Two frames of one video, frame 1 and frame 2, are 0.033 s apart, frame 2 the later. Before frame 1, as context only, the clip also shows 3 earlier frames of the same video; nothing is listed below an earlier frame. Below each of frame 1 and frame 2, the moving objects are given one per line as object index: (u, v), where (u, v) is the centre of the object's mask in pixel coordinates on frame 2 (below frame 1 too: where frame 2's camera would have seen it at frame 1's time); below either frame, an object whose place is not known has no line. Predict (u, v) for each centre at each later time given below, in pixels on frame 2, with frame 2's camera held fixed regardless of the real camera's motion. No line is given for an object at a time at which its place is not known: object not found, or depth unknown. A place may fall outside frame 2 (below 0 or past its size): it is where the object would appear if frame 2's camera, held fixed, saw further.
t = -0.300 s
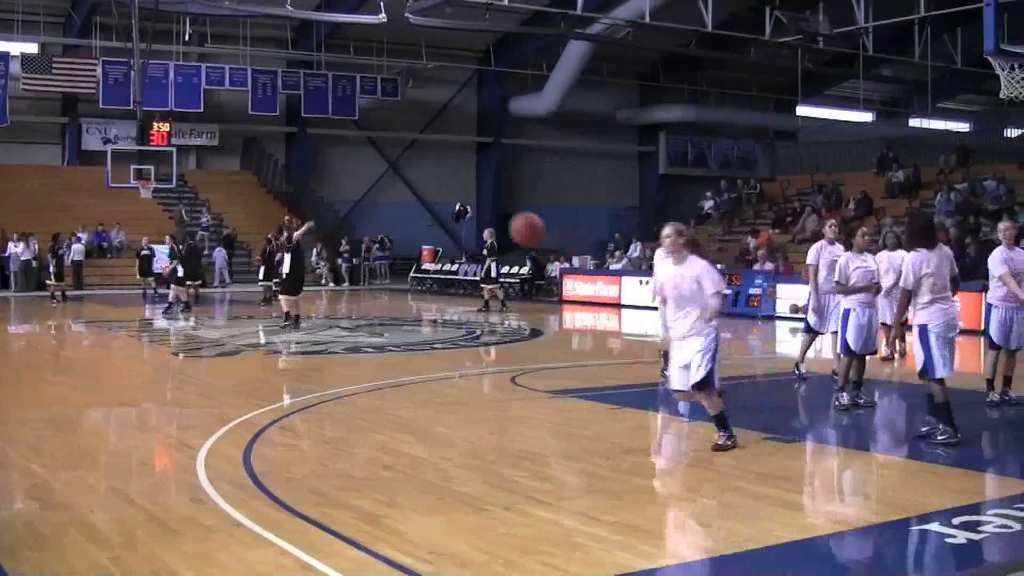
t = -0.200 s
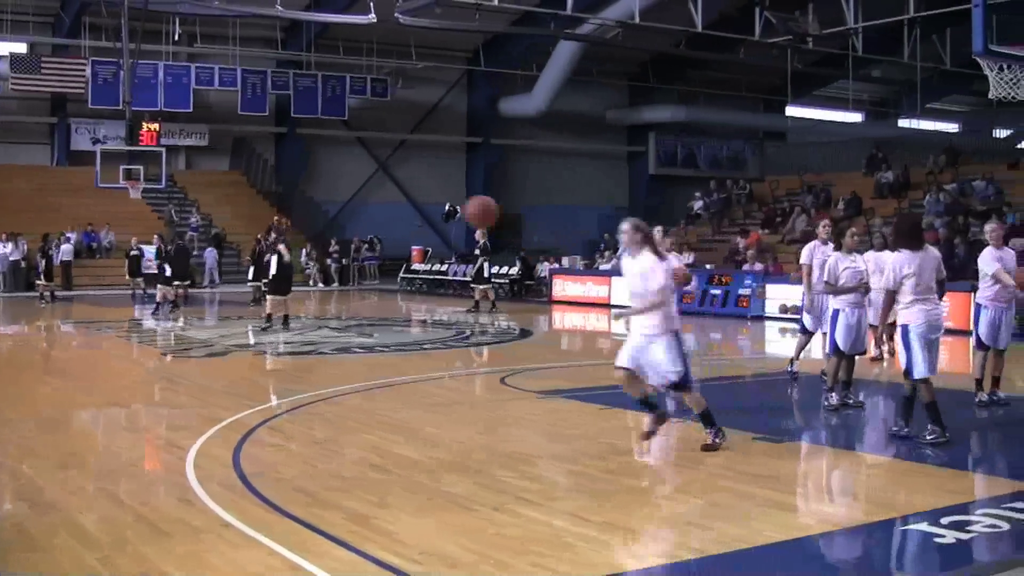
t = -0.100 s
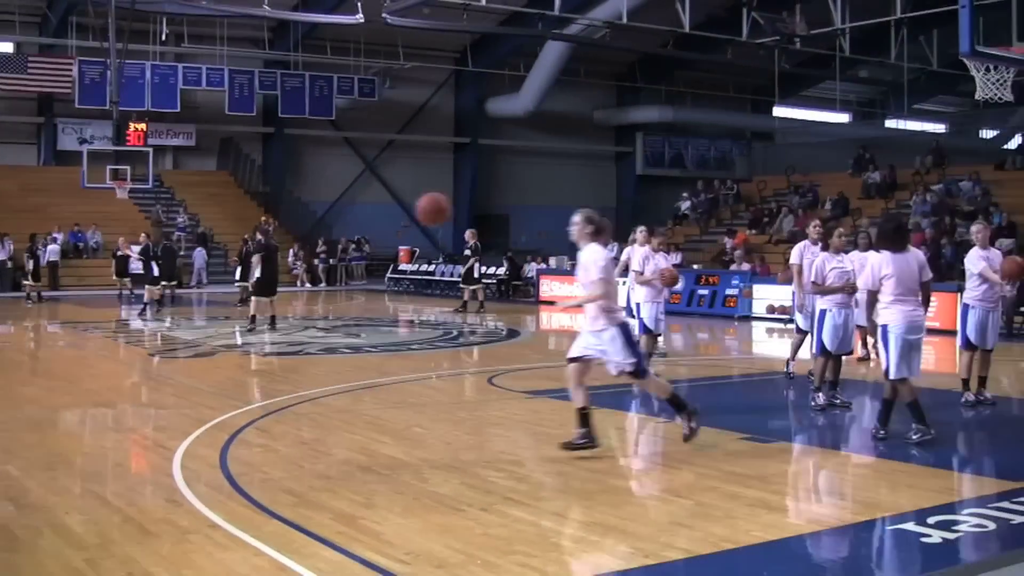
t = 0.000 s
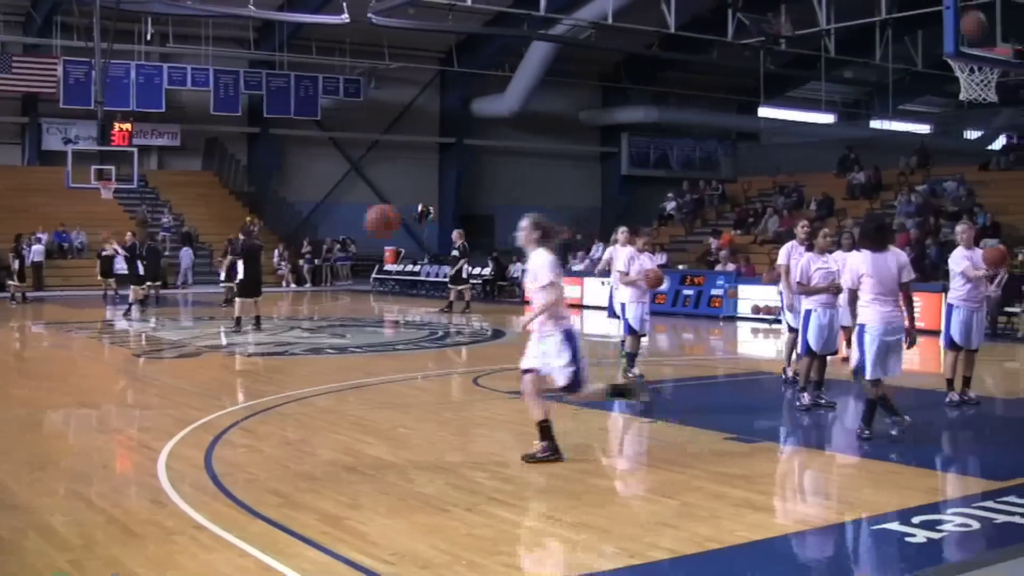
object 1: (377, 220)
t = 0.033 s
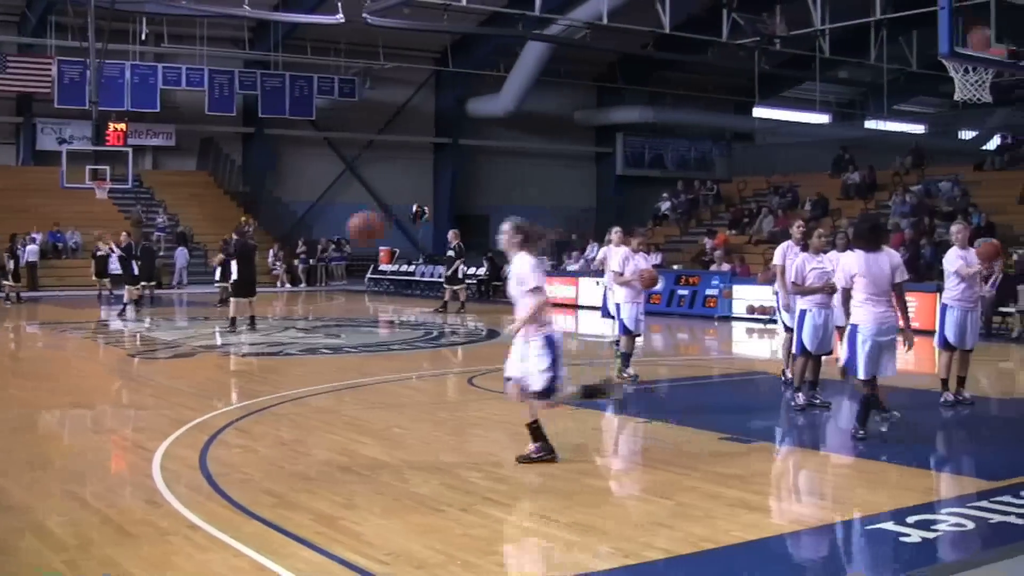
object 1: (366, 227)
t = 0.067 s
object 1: (353, 236)
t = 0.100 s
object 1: (342, 246)
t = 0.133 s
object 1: (330, 257)
